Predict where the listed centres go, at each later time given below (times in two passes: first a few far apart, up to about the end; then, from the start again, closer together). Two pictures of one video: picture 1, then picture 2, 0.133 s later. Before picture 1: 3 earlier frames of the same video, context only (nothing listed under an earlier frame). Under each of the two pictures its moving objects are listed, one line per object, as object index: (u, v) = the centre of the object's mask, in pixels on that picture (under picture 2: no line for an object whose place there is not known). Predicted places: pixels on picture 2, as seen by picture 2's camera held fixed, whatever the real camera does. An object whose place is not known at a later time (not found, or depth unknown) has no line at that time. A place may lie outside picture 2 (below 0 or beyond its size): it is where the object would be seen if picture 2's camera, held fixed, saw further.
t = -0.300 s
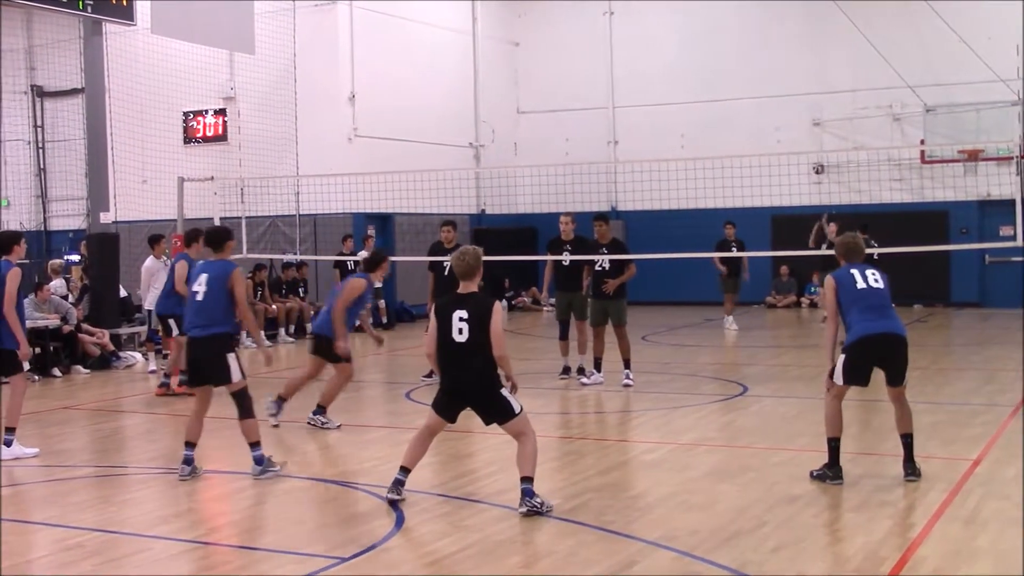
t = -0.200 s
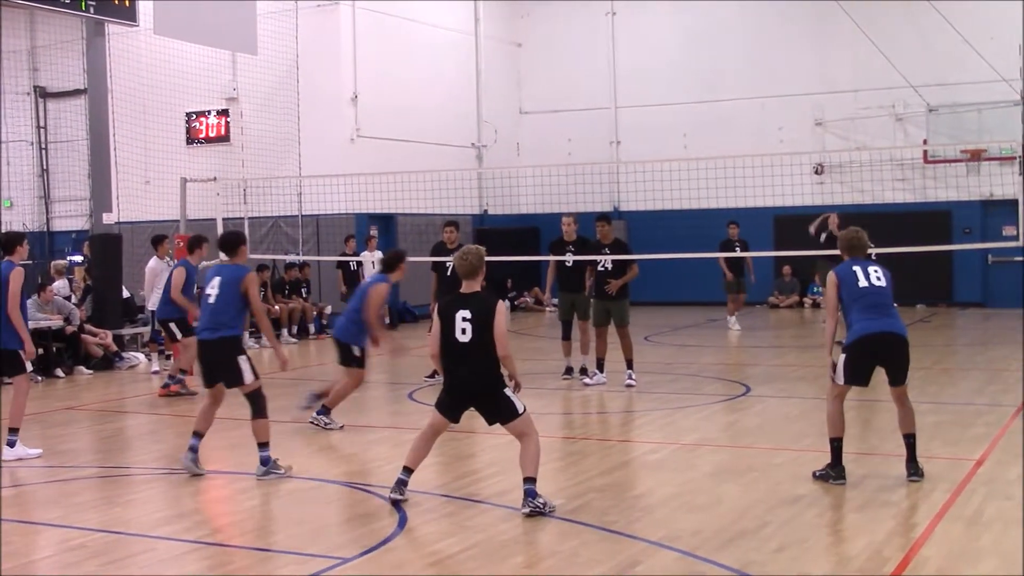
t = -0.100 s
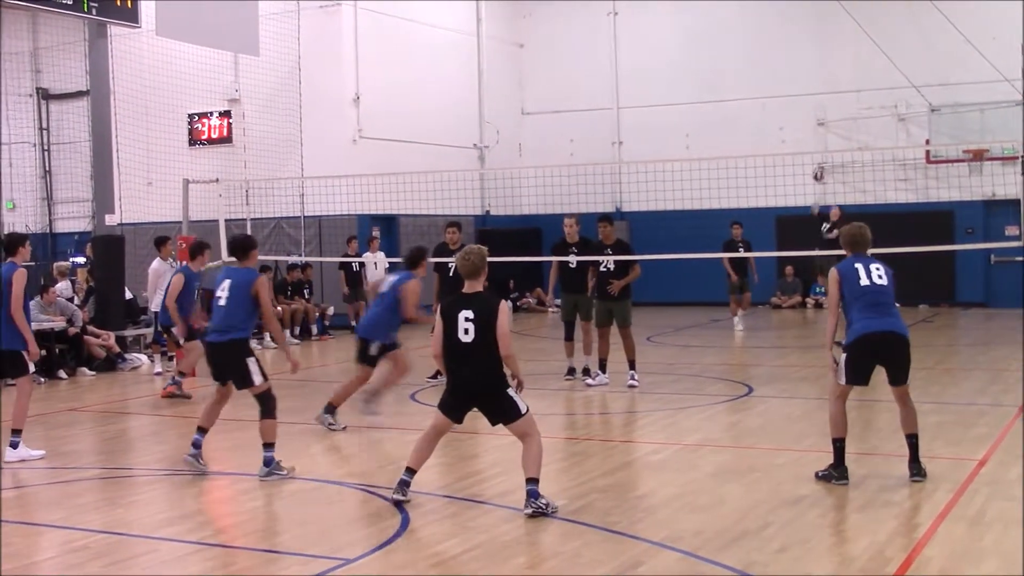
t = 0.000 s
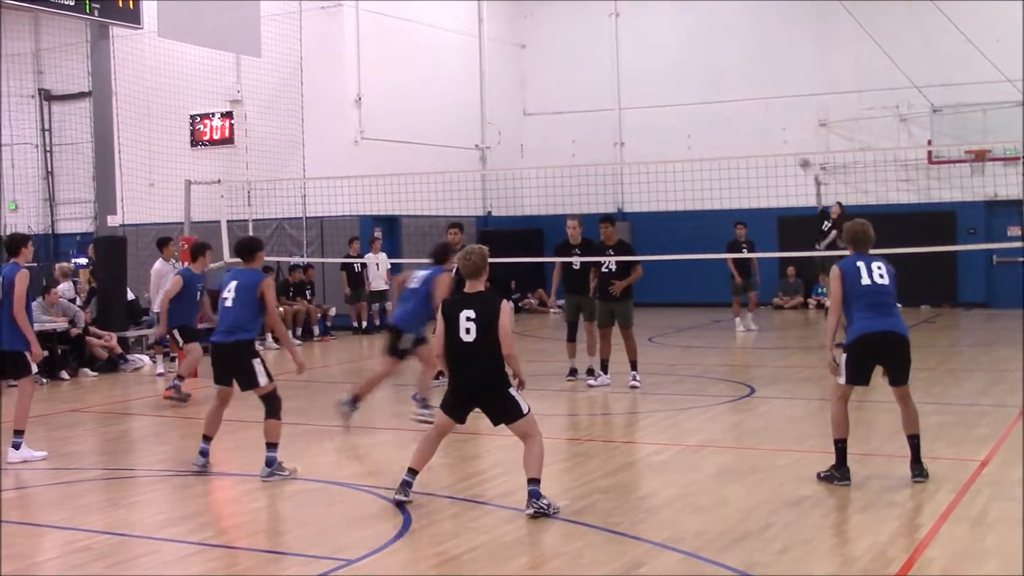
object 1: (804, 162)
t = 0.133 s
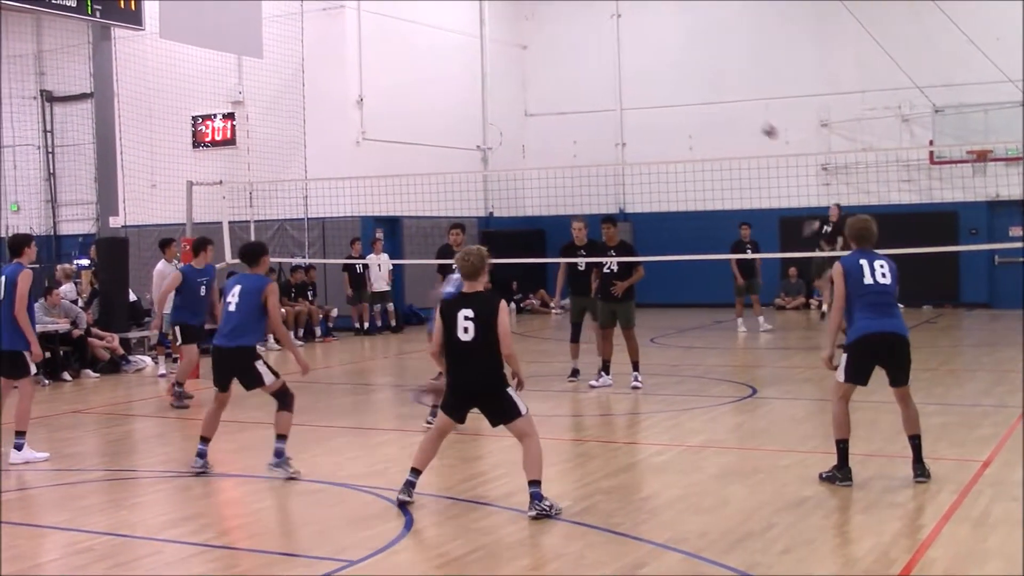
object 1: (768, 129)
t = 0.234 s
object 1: (737, 109)
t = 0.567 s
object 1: (605, 85)
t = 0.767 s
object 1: (487, 115)
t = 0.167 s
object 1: (758, 121)
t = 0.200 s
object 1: (748, 115)
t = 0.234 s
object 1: (737, 109)
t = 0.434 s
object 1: (663, 85)
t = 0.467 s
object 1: (650, 84)
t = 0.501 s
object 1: (635, 83)
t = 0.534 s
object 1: (620, 85)
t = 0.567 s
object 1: (605, 85)
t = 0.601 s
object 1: (587, 86)
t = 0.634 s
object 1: (570, 89)
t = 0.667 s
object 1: (551, 93)
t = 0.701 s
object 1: (529, 100)
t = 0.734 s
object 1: (510, 107)
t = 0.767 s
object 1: (487, 115)
